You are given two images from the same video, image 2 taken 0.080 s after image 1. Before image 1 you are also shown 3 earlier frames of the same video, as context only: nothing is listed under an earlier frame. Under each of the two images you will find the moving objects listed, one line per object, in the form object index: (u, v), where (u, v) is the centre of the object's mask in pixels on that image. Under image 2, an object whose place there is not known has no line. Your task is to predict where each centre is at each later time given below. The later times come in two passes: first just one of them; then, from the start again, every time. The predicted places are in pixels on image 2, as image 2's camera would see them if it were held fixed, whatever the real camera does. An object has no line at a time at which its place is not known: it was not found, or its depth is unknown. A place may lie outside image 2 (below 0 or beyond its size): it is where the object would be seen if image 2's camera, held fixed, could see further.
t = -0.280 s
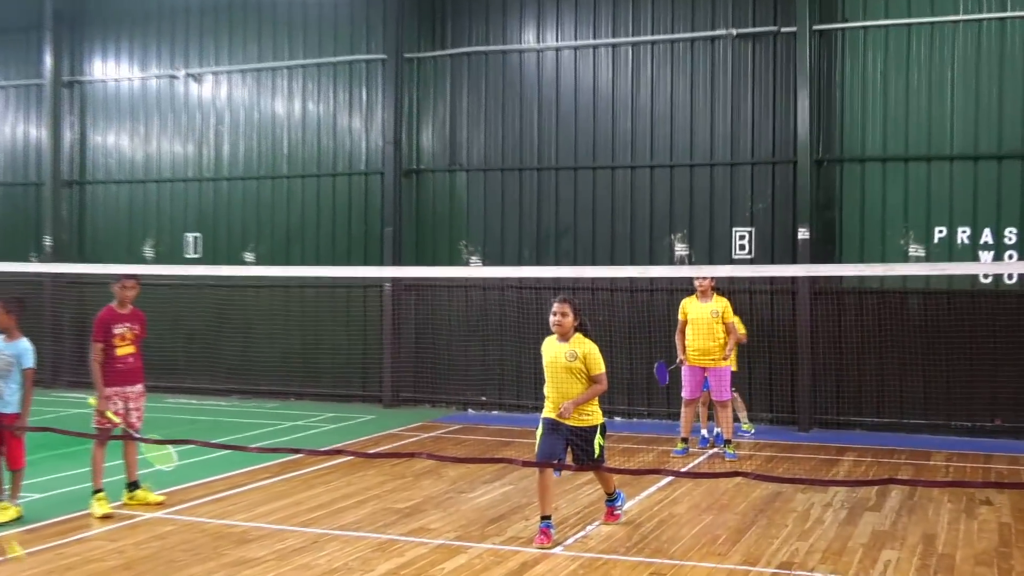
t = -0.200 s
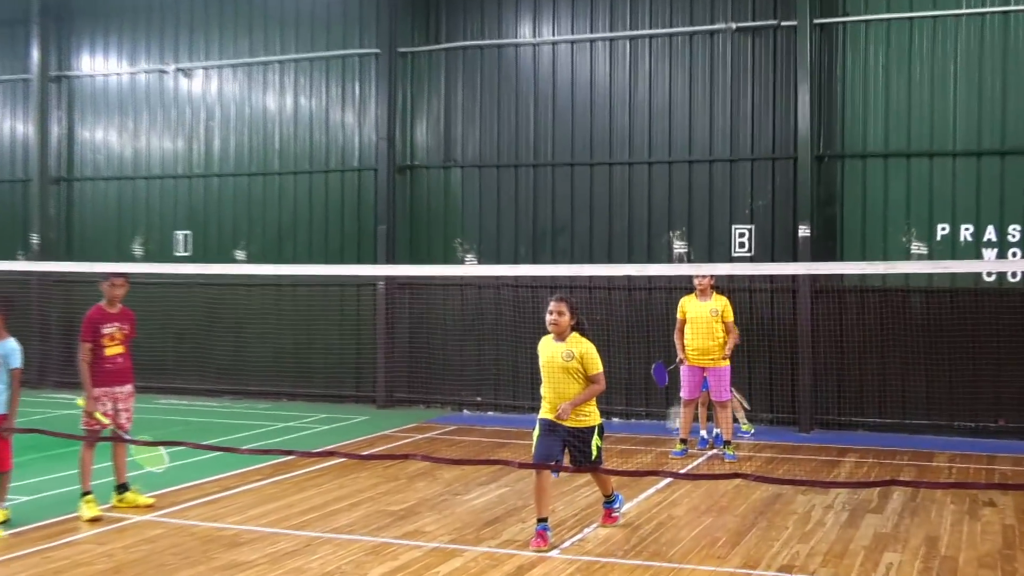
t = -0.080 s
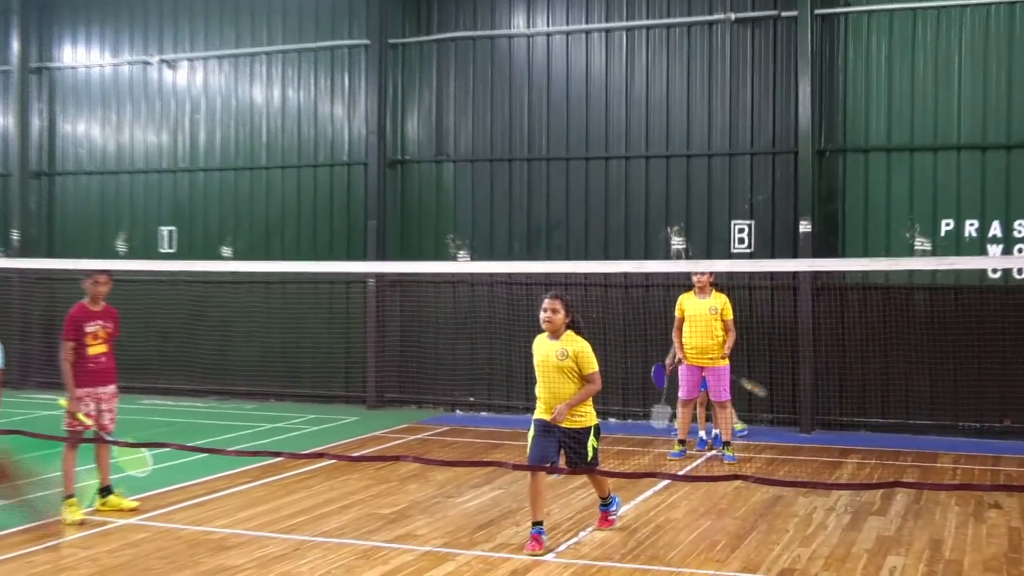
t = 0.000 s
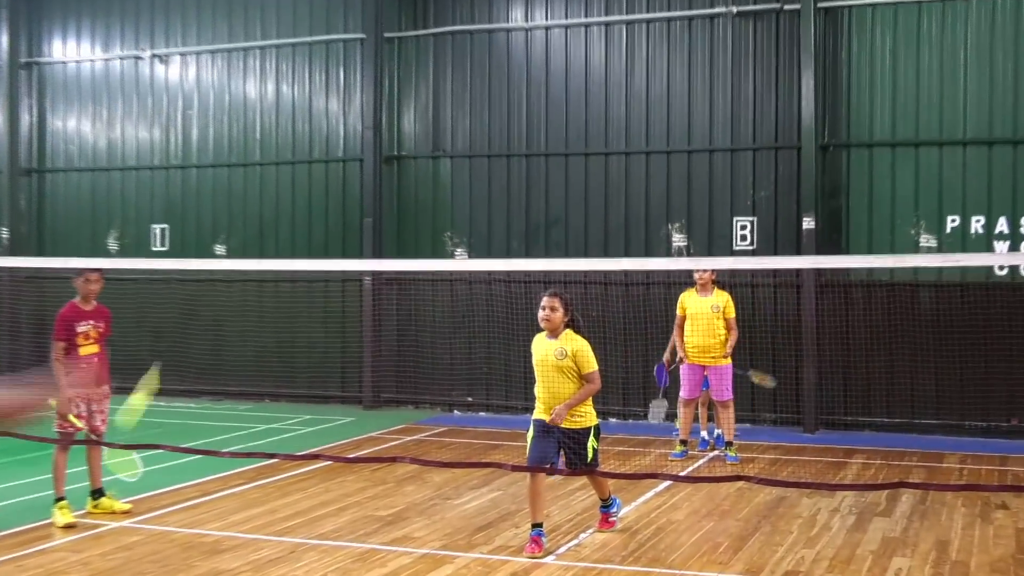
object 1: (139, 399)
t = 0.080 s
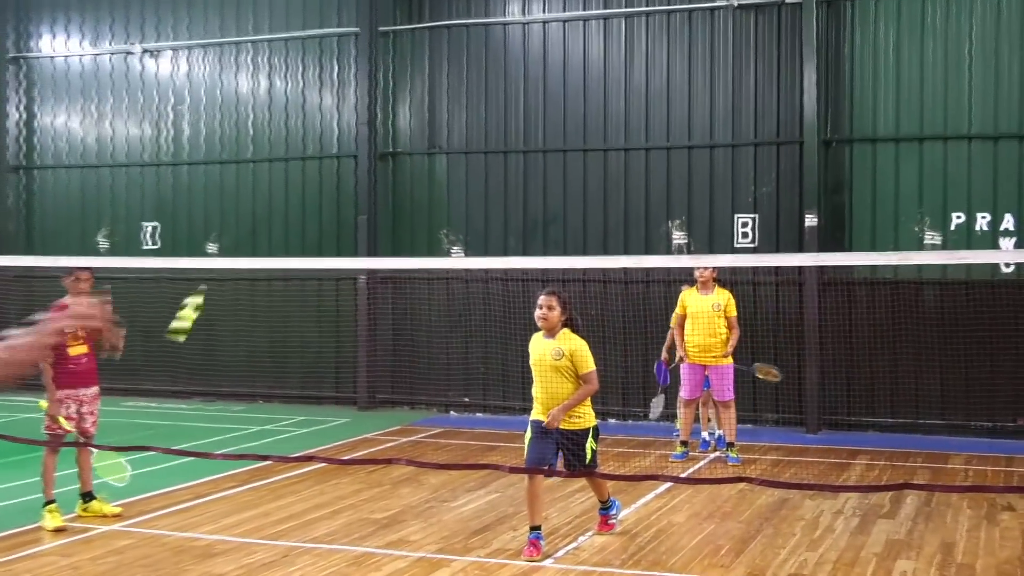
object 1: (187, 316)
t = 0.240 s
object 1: (270, 228)
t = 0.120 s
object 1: (207, 287)
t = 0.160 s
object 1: (231, 258)
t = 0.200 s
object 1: (252, 239)
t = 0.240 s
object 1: (270, 228)
